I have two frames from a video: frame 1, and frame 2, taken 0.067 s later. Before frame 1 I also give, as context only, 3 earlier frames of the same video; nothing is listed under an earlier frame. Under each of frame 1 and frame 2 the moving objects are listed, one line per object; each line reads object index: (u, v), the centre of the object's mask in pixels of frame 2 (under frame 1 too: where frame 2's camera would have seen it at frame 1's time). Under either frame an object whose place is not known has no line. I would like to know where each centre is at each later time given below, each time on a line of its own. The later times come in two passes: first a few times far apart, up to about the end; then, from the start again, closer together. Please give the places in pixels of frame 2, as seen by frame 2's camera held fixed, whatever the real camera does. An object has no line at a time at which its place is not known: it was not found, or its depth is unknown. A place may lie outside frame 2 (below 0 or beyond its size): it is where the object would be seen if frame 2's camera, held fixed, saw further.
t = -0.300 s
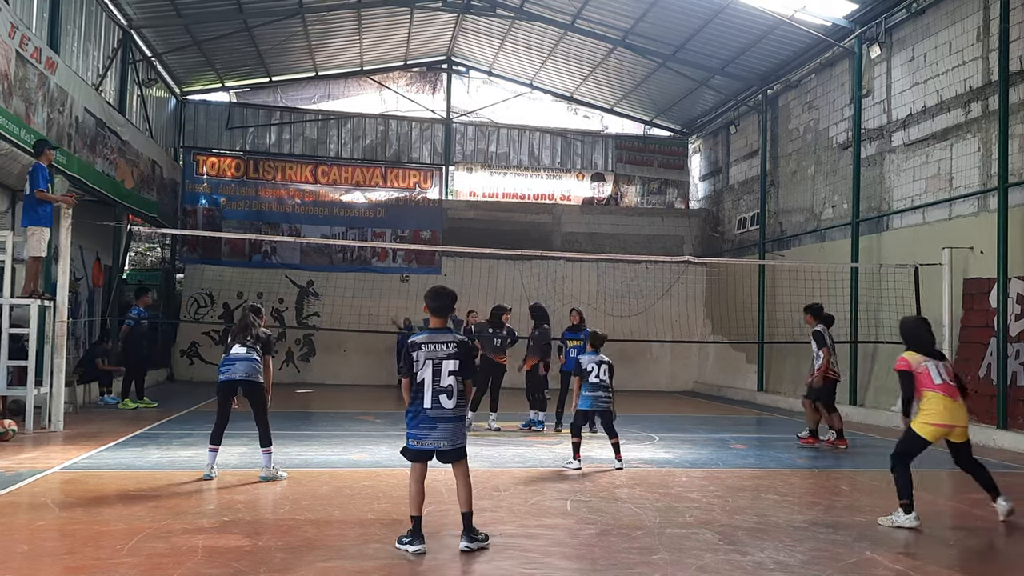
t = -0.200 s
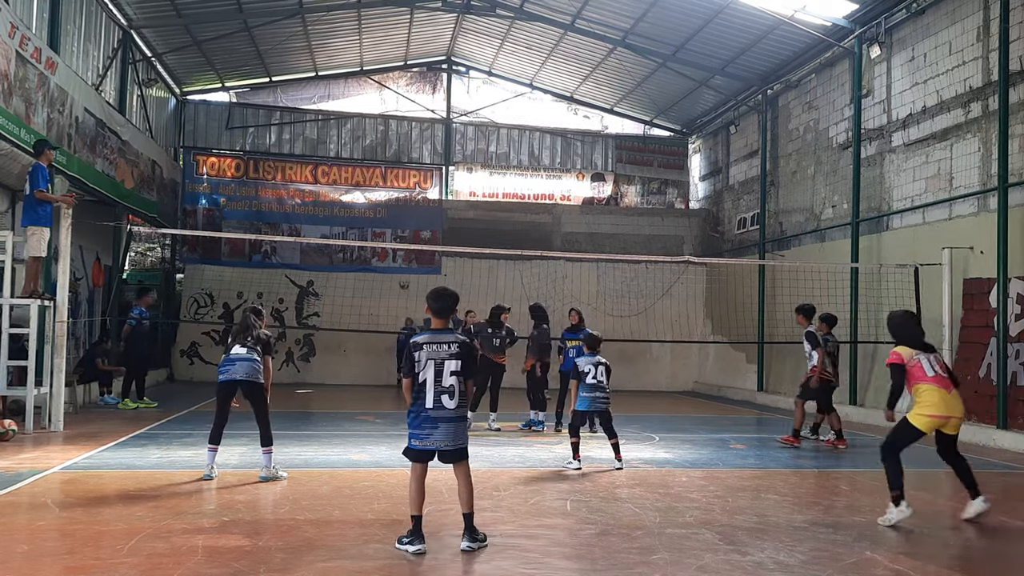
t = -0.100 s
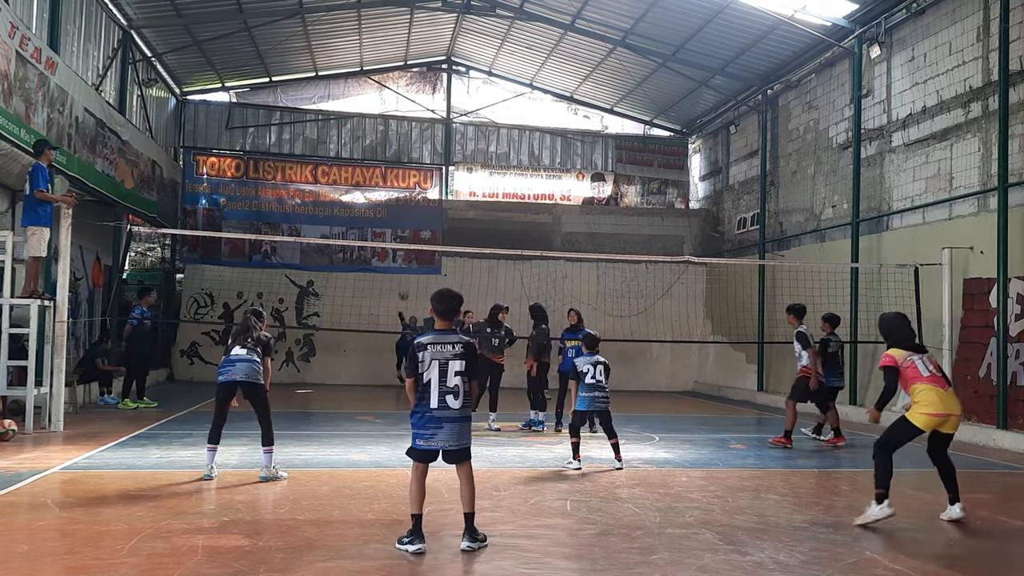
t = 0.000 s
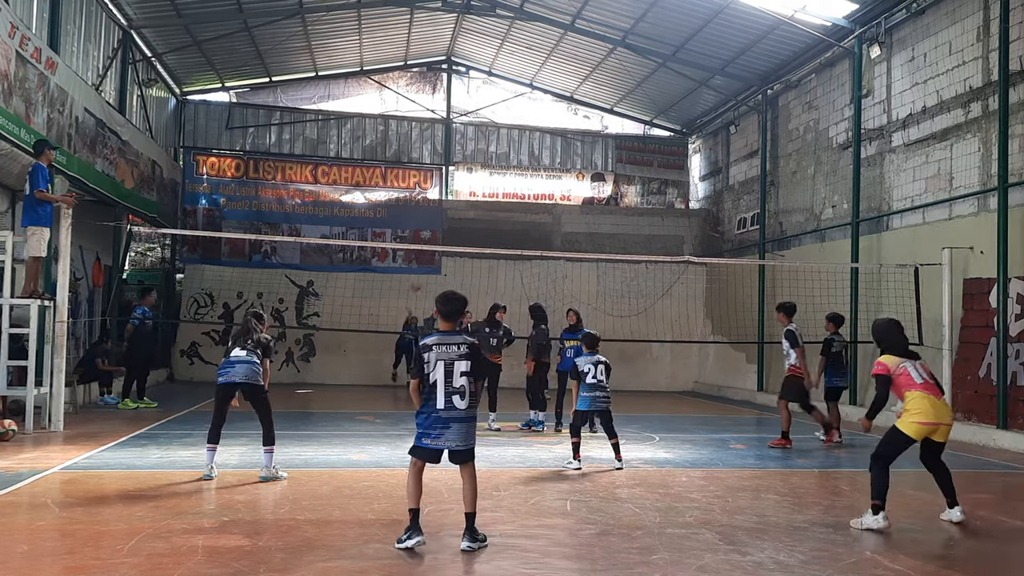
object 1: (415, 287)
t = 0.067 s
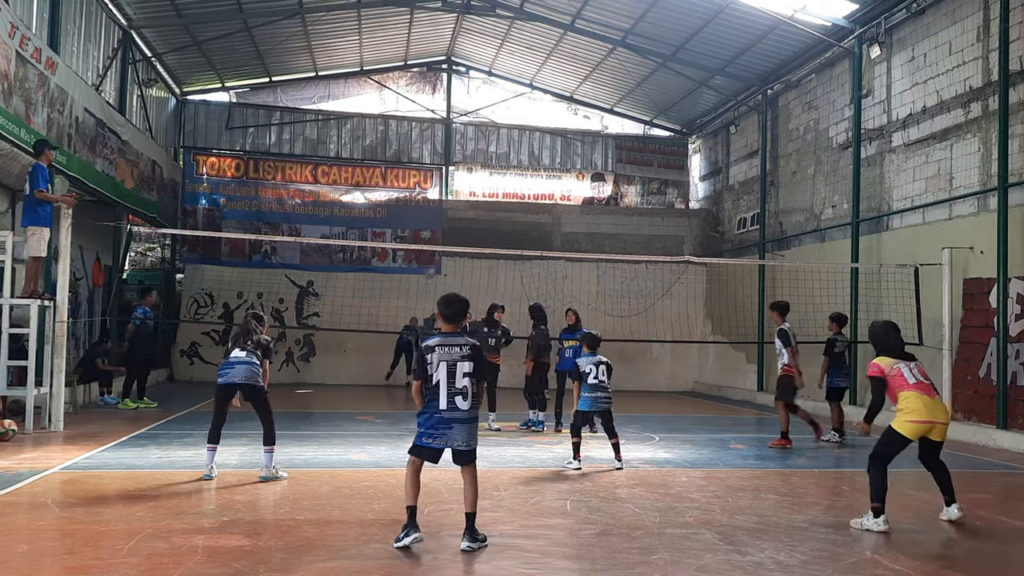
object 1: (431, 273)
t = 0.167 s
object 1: (454, 254)
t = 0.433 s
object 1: (542, 207)
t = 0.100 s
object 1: (438, 264)
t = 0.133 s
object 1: (446, 258)
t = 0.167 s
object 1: (454, 254)
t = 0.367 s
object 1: (515, 214)
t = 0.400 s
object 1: (527, 210)
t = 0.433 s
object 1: (542, 207)
